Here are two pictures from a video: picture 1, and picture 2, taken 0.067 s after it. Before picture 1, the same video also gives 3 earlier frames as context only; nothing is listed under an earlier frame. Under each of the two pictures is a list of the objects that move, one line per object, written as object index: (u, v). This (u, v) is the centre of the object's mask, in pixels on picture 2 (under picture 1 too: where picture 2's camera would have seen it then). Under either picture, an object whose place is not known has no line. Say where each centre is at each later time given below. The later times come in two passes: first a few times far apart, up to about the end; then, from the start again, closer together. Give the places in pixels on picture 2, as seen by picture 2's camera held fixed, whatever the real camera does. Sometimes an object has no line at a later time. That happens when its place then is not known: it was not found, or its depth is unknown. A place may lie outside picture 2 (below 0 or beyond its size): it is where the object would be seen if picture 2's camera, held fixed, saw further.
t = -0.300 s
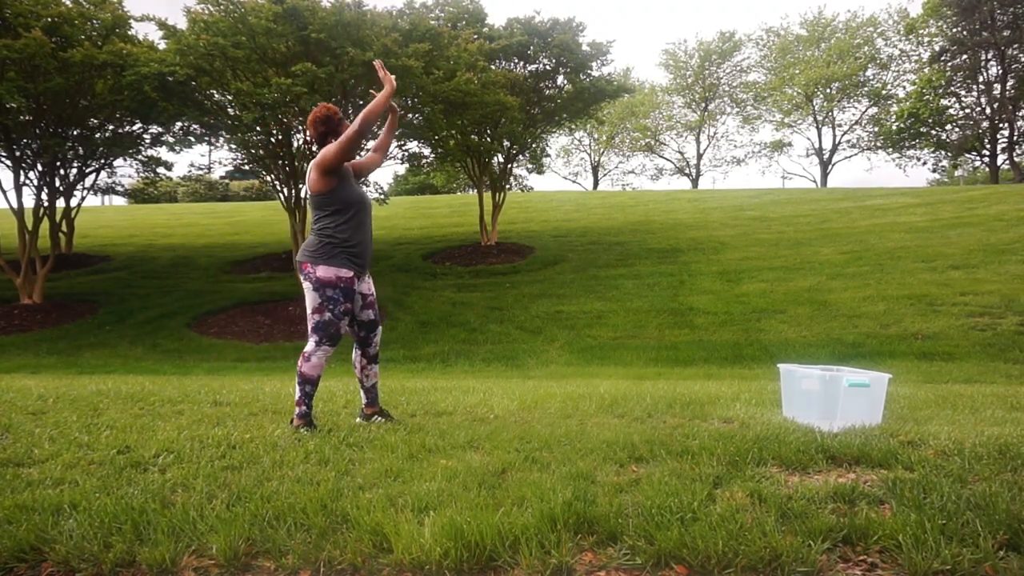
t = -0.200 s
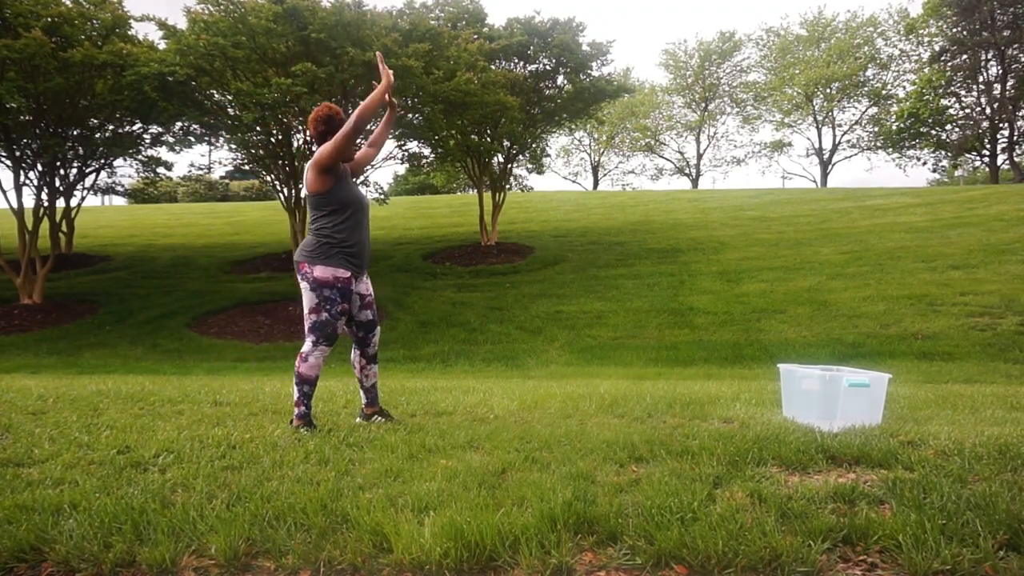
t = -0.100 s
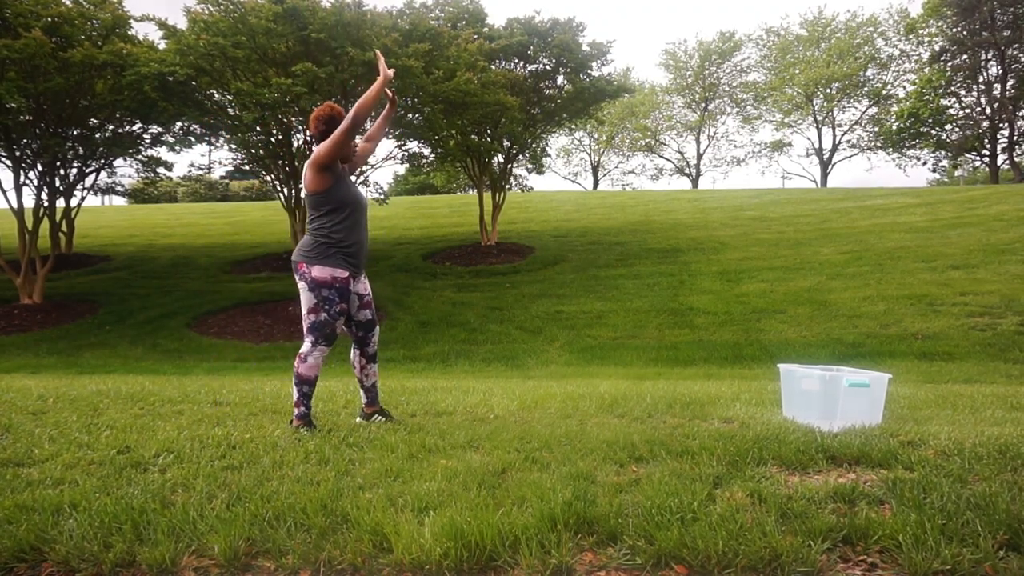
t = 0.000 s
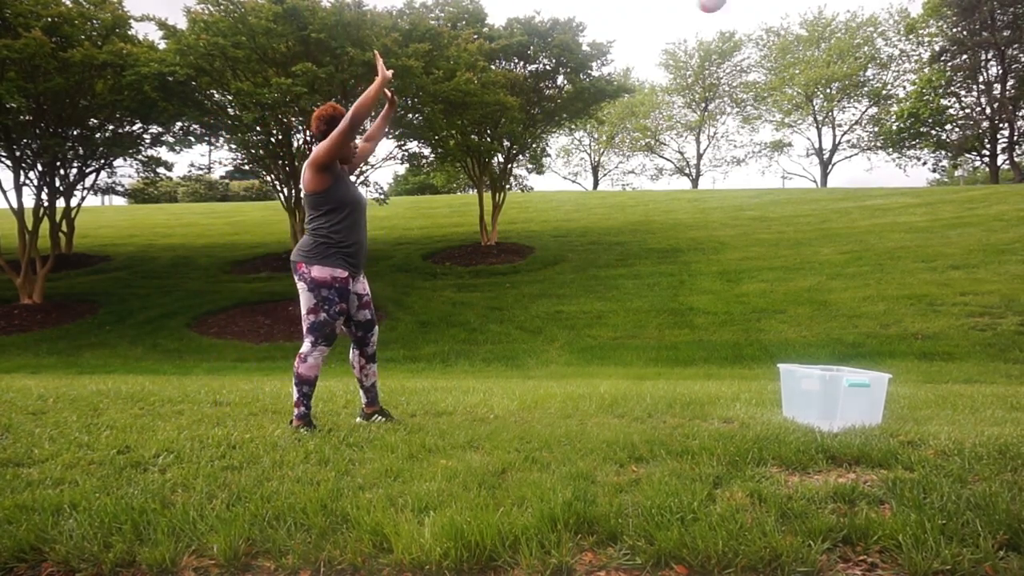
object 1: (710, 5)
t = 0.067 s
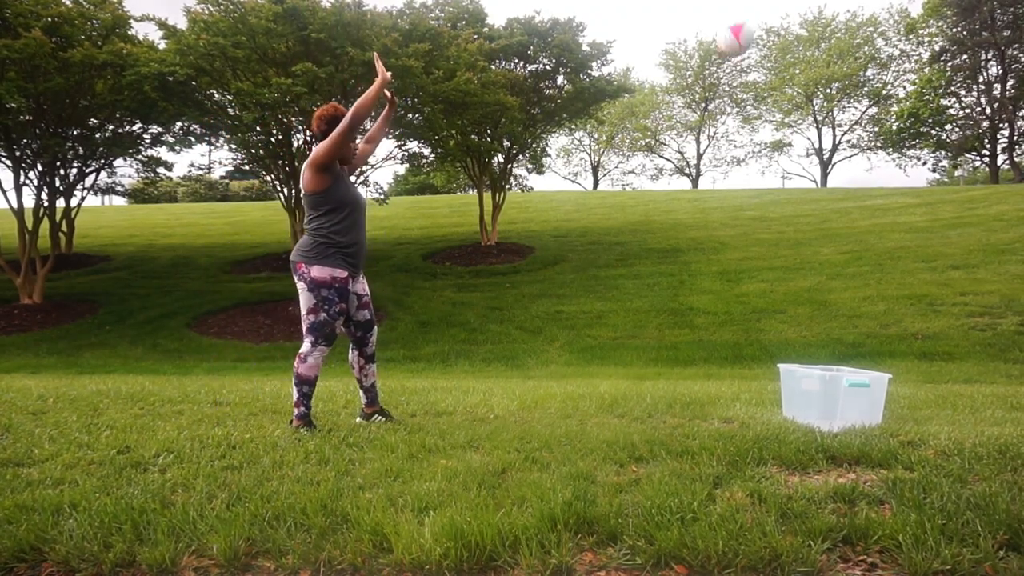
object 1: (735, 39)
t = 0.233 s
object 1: (797, 186)
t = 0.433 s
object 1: (856, 413)
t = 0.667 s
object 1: (820, 349)
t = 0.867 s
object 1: (816, 359)
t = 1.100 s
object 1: (816, 392)
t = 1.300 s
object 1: (807, 399)
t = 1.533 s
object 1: (805, 400)
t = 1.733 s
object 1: (804, 401)
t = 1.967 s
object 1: (804, 400)
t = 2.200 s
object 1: (804, 401)
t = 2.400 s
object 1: (804, 401)
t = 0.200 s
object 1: (785, 151)
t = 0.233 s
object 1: (797, 186)
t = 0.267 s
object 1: (807, 215)
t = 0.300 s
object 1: (818, 253)
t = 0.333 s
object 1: (830, 293)
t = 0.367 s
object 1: (842, 335)
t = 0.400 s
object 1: (853, 371)
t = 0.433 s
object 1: (856, 413)
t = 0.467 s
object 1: (846, 399)
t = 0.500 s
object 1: (837, 386)
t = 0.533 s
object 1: (832, 374)
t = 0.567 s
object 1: (825, 358)
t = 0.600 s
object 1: (822, 354)
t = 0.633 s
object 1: (821, 351)
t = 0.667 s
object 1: (820, 349)
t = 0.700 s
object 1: (819, 347)
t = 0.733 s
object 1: (818, 347)
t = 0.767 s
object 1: (818, 349)
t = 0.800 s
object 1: (817, 352)
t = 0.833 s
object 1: (817, 356)
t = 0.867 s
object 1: (816, 359)
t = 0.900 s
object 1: (816, 364)
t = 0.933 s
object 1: (815, 379)
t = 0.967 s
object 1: (816, 390)
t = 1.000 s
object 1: (819, 403)
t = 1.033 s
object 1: (819, 404)
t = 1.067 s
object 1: (818, 396)
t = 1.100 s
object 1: (816, 392)
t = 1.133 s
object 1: (814, 389)
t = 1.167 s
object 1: (813, 388)
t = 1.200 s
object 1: (813, 389)
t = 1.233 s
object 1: (811, 390)
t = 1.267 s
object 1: (810, 396)
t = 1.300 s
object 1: (807, 399)
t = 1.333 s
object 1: (806, 400)
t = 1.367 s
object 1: (805, 400)
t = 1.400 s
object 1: (805, 398)
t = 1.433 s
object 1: (804, 397)
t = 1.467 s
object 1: (805, 399)
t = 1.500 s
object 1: (805, 400)
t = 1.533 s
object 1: (805, 400)
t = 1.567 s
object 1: (804, 401)
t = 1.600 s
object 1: (805, 400)
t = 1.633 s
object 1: (805, 401)
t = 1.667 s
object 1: (805, 400)
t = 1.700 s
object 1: (804, 401)
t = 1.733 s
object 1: (804, 401)
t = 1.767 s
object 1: (804, 401)
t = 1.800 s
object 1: (804, 400)
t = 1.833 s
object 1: (804, 401)
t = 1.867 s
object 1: (804, 400)
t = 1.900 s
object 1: (804, 401)
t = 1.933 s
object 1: (804, 401)
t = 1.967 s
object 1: (804, 400)
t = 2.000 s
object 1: (804, 401)
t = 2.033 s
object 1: (804, 400)
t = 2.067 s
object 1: (804, 400)
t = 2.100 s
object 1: (803, 402)
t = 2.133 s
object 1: (804, 401)
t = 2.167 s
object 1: (803, 402)
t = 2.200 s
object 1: (804, 401)
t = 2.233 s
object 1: (803, 401)
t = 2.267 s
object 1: (804, 401)
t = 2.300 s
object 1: (803, 401)
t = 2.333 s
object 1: (803, 401)
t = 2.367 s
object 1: (804, 401)
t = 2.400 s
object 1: (804, 401)
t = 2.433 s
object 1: (804, 401)
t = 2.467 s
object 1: (804, 401)
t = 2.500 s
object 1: (804, 401)
